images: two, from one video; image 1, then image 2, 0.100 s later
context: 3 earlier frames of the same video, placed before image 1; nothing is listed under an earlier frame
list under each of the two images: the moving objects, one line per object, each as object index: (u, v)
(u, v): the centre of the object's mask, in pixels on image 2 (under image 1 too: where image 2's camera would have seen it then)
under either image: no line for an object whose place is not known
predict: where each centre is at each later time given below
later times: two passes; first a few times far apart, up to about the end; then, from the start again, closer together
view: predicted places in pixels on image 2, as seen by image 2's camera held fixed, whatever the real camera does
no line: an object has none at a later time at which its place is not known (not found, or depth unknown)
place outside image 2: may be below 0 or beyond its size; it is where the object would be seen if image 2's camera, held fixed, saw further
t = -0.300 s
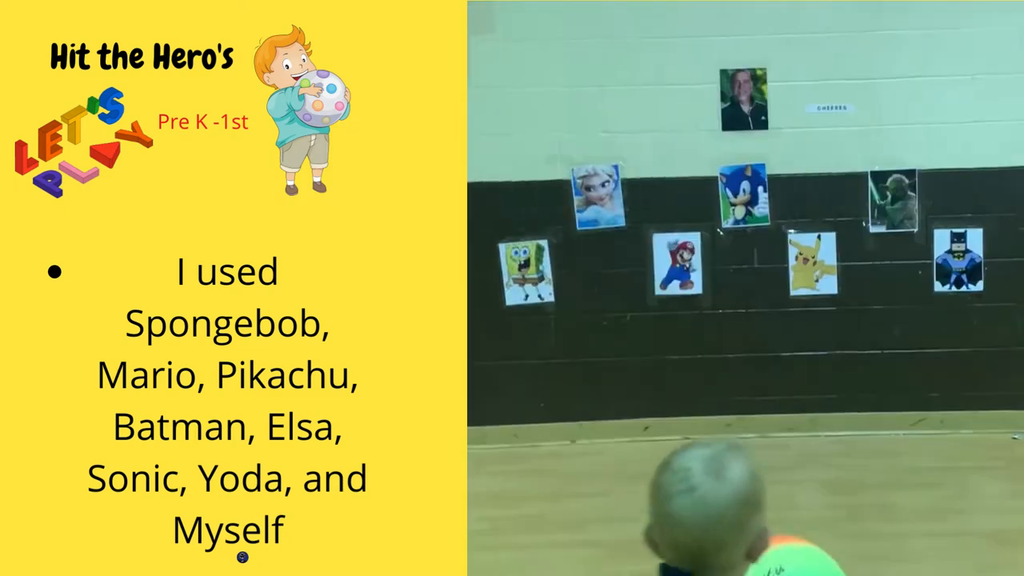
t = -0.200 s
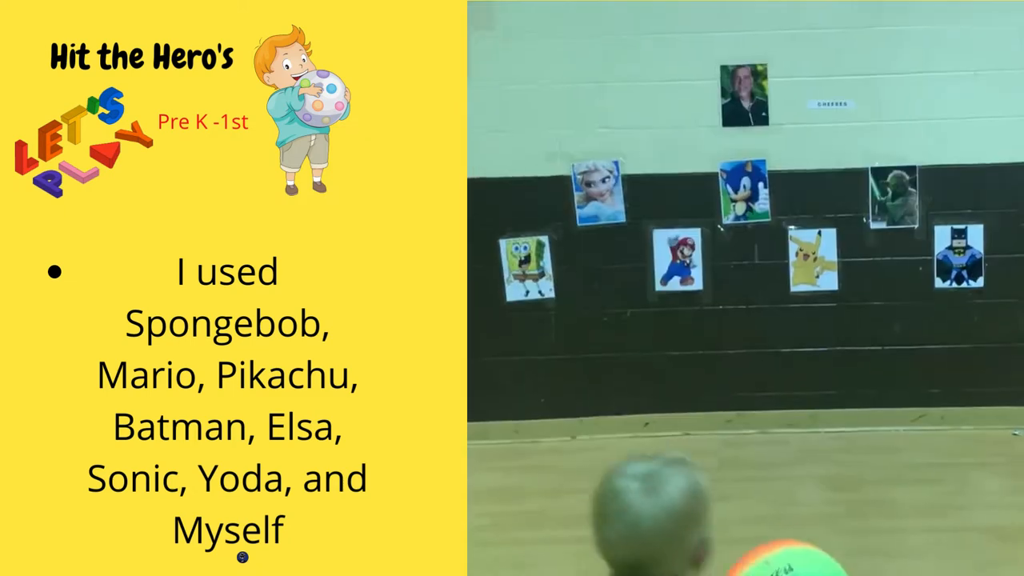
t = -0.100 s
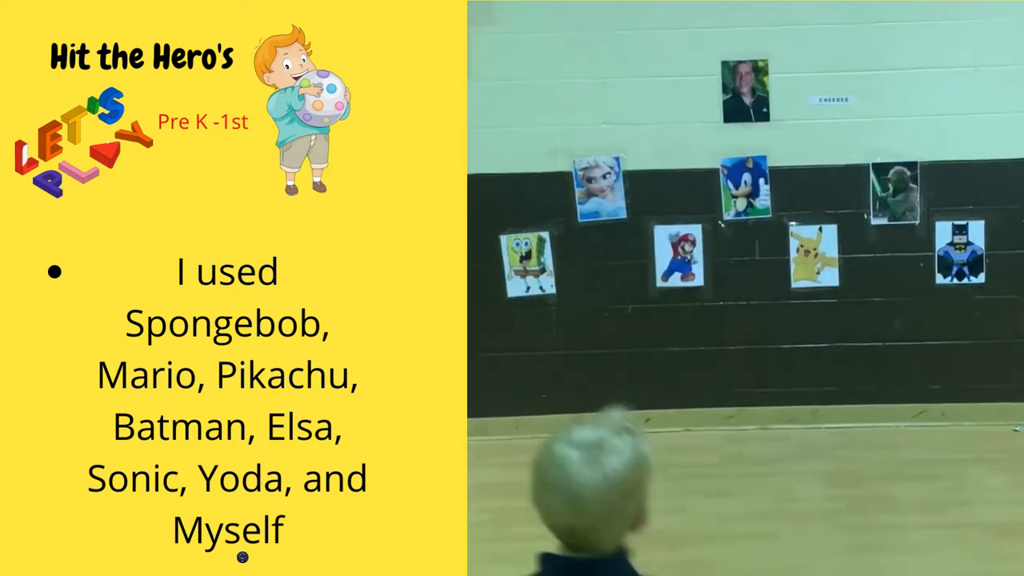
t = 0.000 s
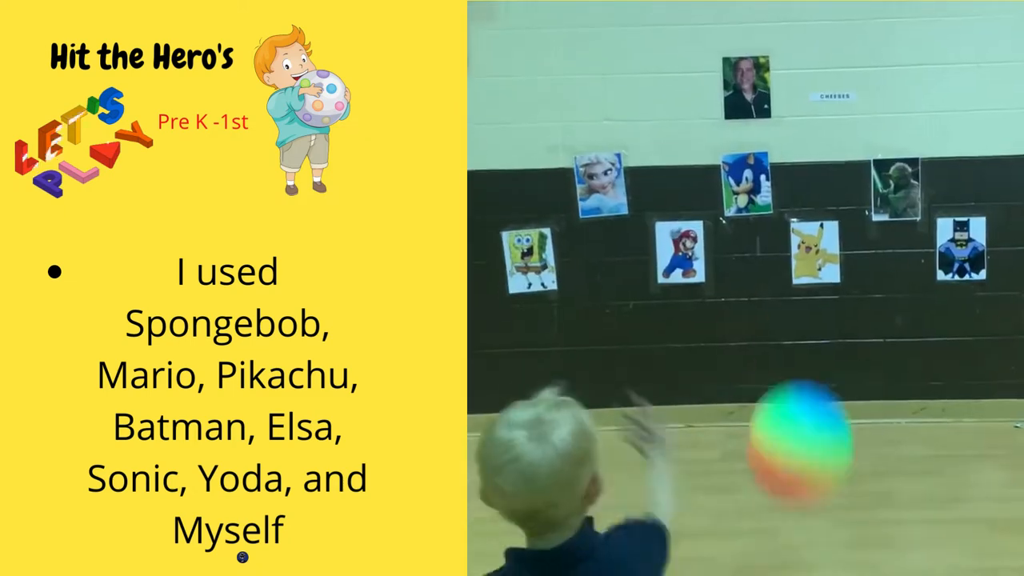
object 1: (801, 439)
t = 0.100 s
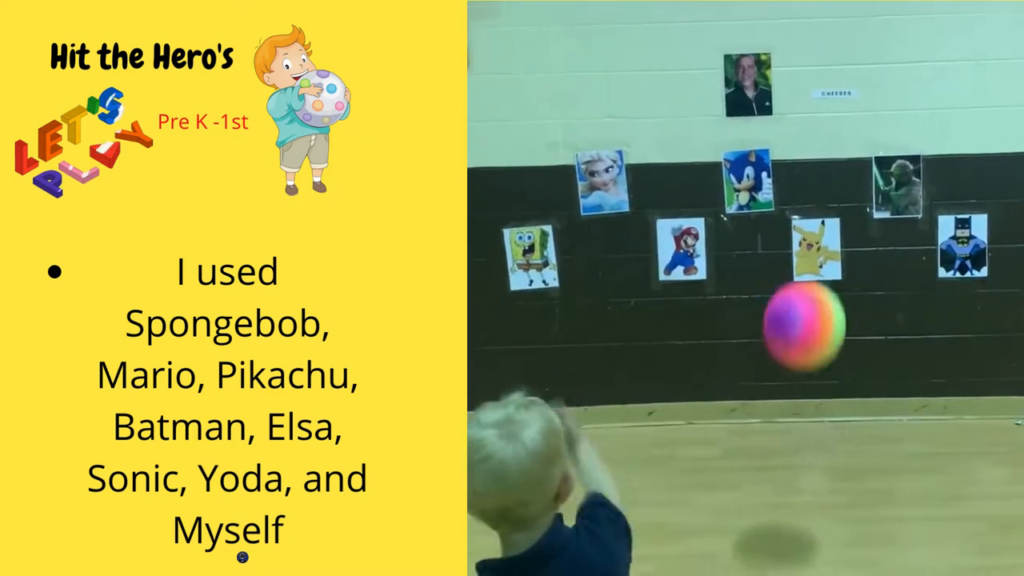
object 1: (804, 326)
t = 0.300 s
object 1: (810, 259)
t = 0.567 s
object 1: (842, 412)
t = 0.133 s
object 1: (805, 304)
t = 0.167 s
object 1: (806, 287)
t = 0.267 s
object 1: (809, 261)
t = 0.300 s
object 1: (810, 259)
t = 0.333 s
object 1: (811, 258)
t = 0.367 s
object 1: (815, 268)
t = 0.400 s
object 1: (819, 281)
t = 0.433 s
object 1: (824, 299)
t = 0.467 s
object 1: (828, 318)
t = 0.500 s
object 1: (832, 345)
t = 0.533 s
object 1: (837, 374)
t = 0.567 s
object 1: (842, 412)
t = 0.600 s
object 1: (849, 460)
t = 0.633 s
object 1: (855, 517)
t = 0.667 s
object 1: (861, 555)
